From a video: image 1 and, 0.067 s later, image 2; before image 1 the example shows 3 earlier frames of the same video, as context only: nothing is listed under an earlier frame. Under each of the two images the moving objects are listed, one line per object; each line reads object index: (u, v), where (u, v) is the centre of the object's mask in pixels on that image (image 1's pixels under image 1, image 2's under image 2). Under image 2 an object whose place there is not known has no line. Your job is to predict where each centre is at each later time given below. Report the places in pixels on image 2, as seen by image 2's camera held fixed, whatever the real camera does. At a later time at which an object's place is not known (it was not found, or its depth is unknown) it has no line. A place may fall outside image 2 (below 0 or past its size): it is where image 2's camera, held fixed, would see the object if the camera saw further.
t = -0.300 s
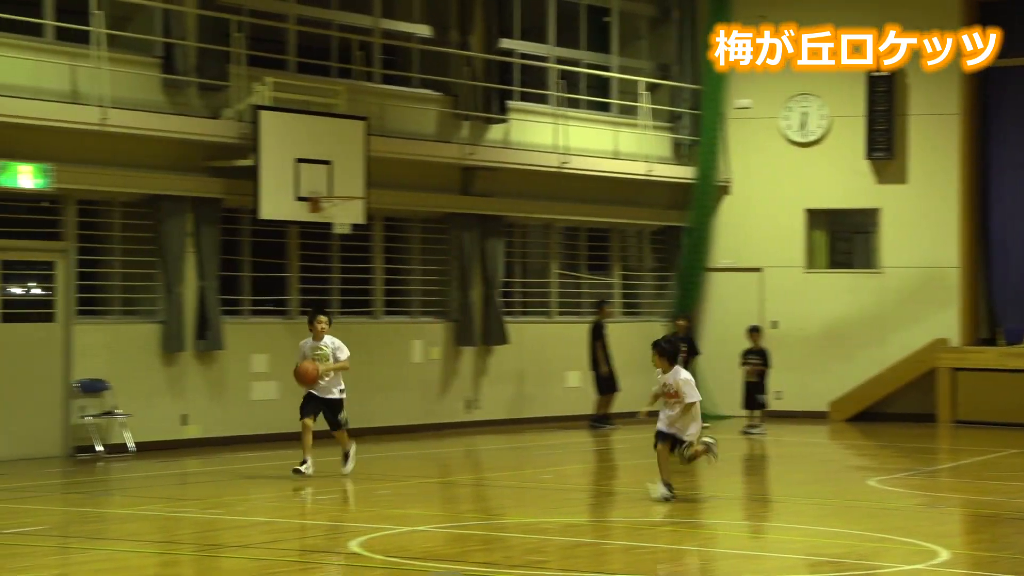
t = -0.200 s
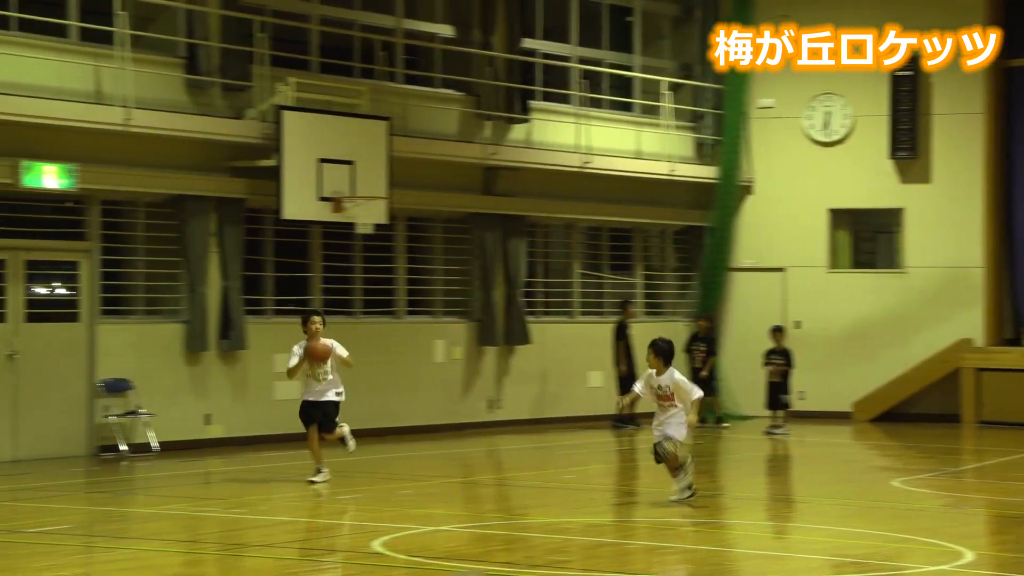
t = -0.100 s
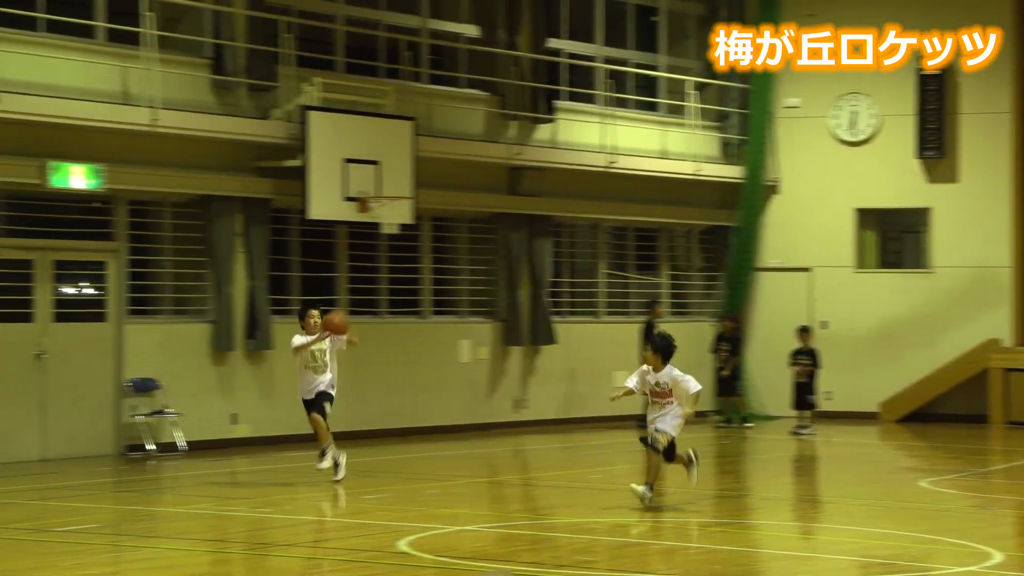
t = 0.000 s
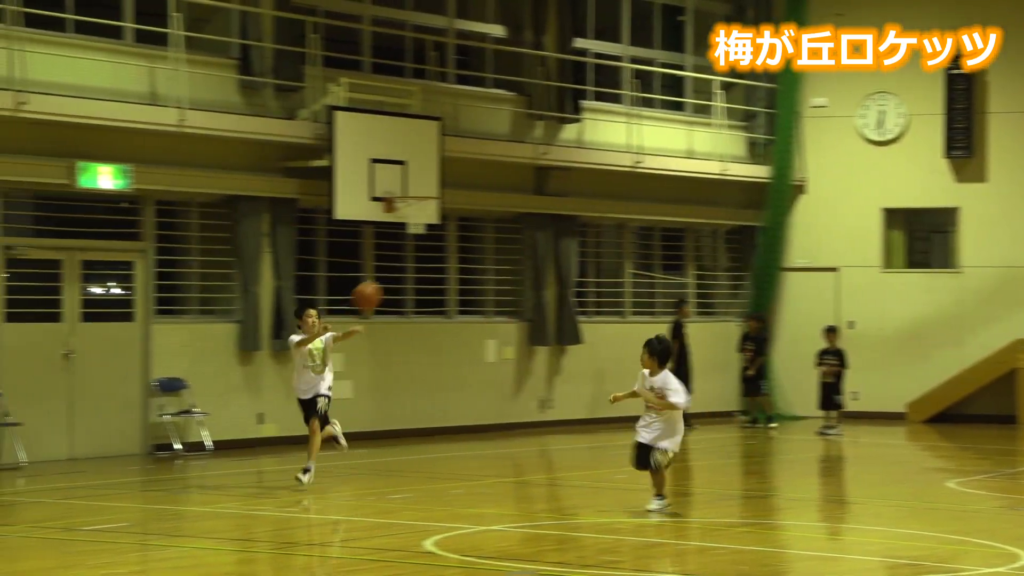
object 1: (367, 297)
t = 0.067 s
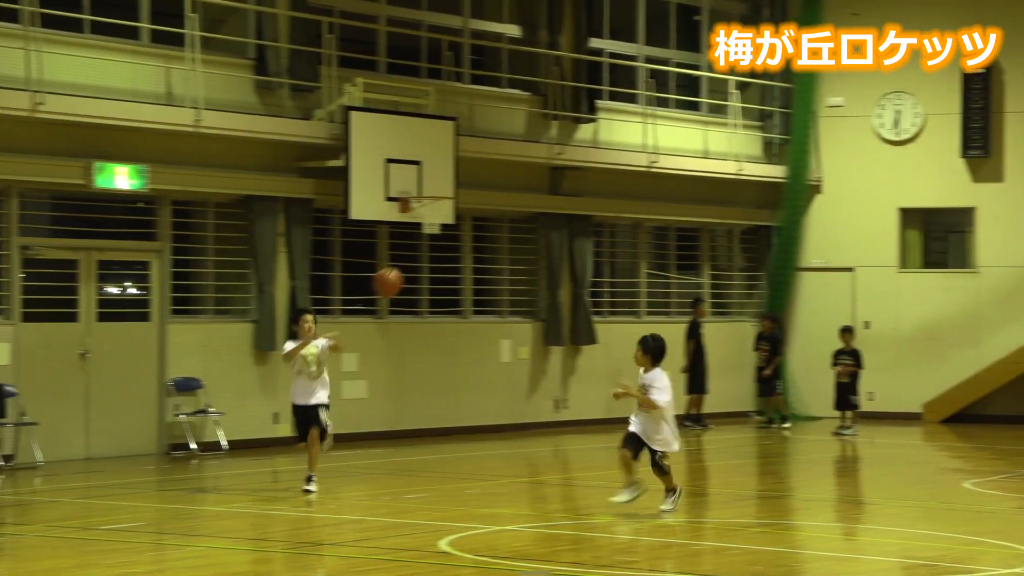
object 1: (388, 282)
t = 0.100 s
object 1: (390, 277)
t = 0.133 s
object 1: (392, 274)
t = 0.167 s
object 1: (394, 272)
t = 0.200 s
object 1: (397, 271)
